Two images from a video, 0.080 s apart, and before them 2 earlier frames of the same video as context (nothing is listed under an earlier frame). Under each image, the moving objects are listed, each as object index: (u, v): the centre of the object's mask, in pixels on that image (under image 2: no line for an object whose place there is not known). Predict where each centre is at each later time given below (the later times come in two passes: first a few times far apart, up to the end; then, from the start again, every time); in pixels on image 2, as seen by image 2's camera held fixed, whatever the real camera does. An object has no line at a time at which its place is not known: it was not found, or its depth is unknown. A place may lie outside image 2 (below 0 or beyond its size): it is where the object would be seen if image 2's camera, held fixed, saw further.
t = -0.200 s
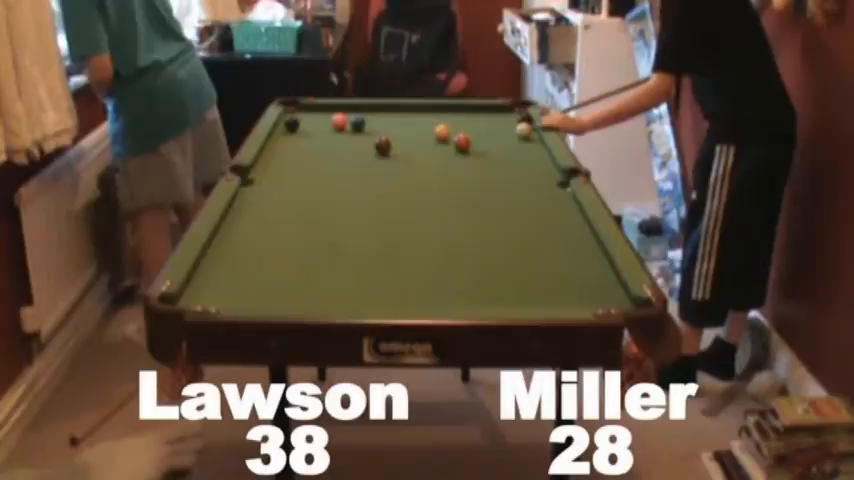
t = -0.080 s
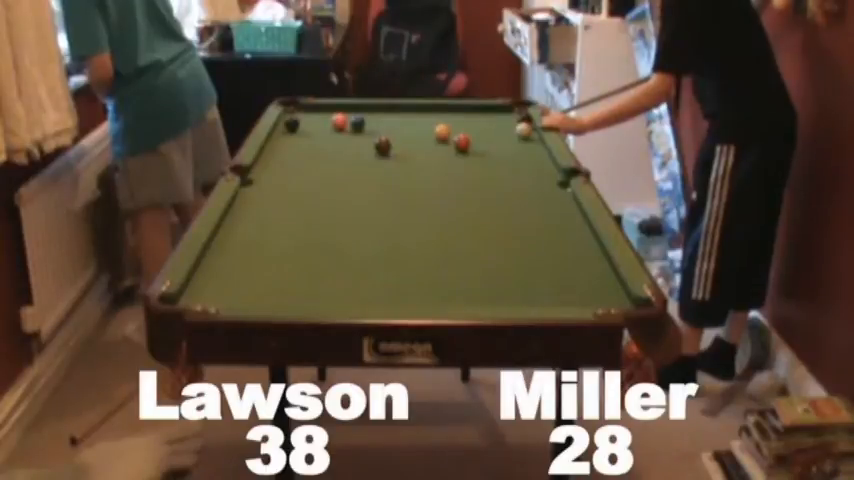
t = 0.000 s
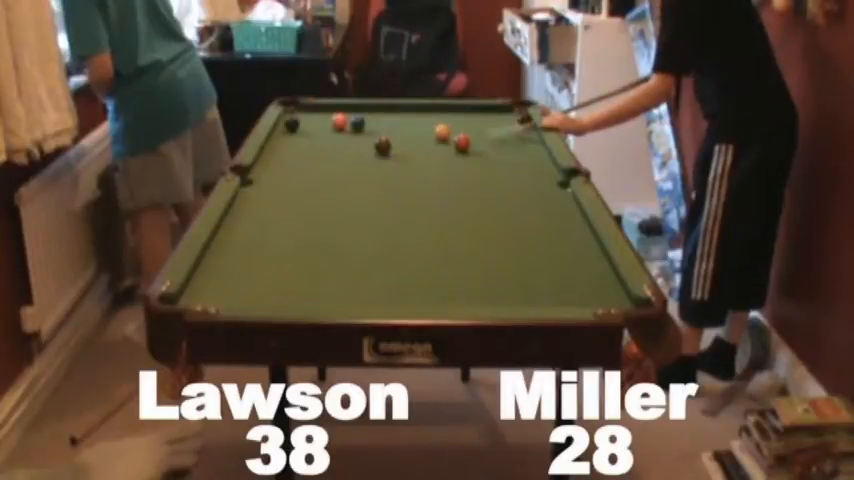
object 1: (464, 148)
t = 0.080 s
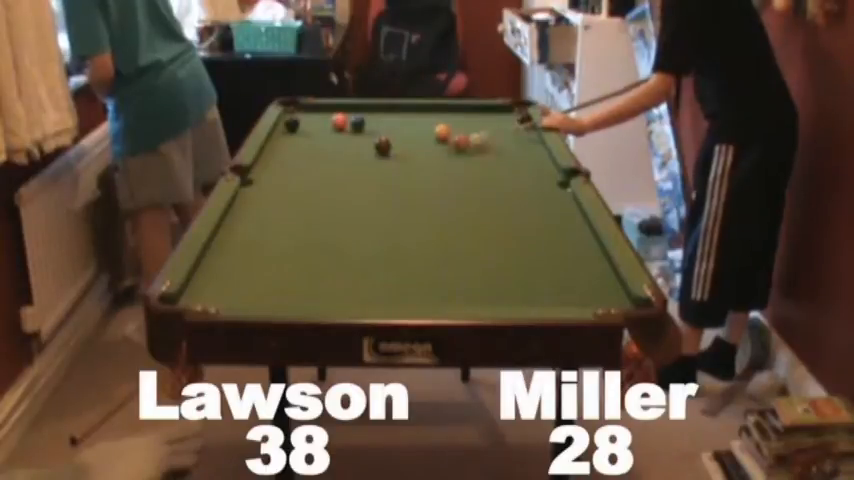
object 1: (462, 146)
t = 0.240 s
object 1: (404, 153)
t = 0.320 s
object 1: (385, 155)
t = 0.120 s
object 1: (448, 147)
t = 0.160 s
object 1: (430, 151)
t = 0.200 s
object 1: (416, 153)
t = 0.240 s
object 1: (404, 153)
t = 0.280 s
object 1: (395, 154)
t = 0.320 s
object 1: (385, 155)
